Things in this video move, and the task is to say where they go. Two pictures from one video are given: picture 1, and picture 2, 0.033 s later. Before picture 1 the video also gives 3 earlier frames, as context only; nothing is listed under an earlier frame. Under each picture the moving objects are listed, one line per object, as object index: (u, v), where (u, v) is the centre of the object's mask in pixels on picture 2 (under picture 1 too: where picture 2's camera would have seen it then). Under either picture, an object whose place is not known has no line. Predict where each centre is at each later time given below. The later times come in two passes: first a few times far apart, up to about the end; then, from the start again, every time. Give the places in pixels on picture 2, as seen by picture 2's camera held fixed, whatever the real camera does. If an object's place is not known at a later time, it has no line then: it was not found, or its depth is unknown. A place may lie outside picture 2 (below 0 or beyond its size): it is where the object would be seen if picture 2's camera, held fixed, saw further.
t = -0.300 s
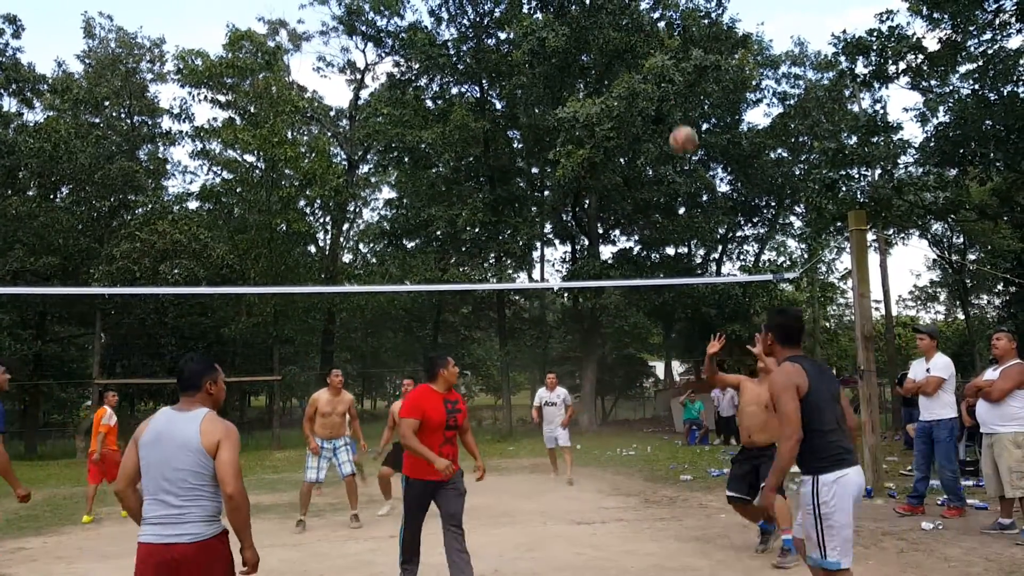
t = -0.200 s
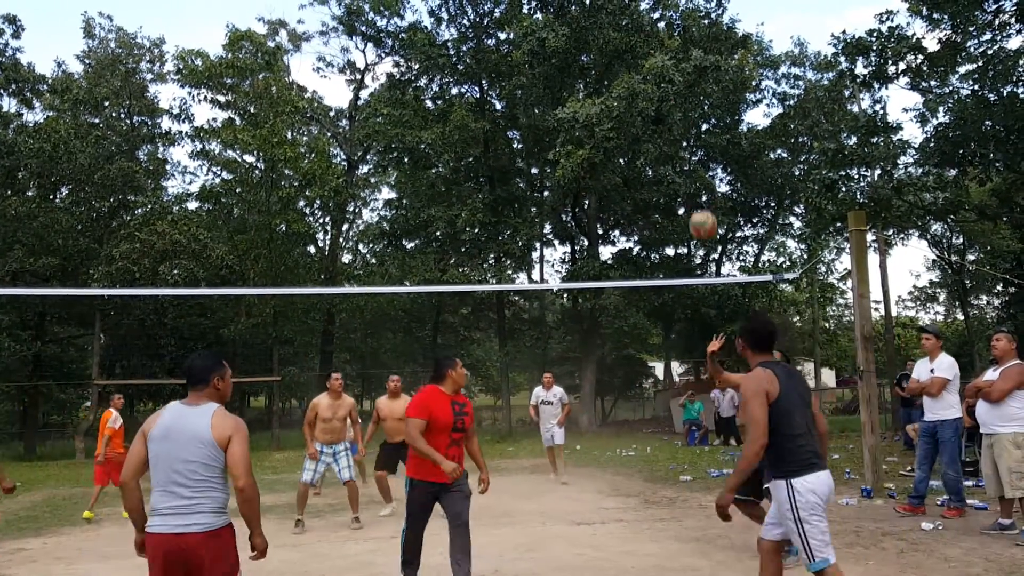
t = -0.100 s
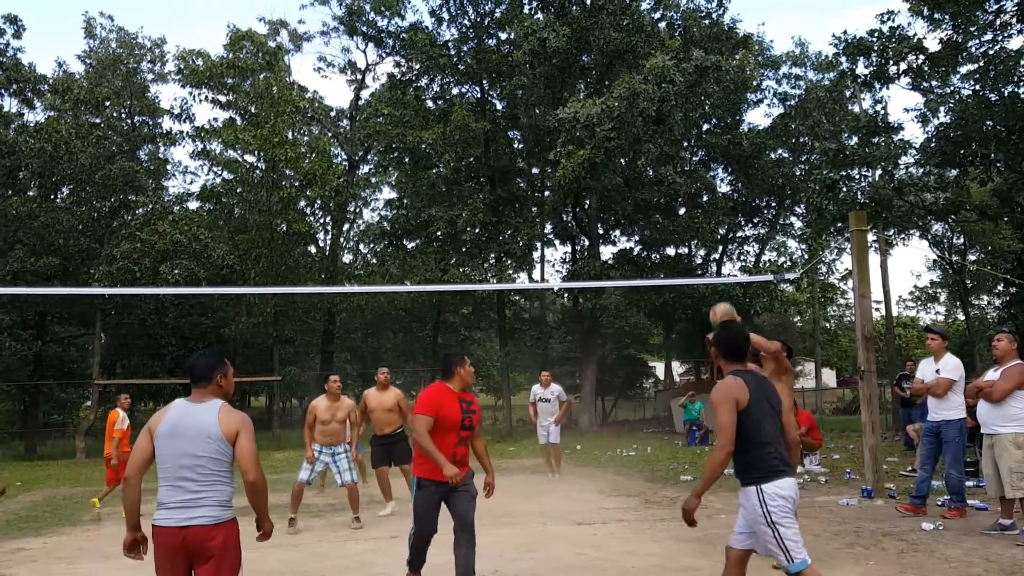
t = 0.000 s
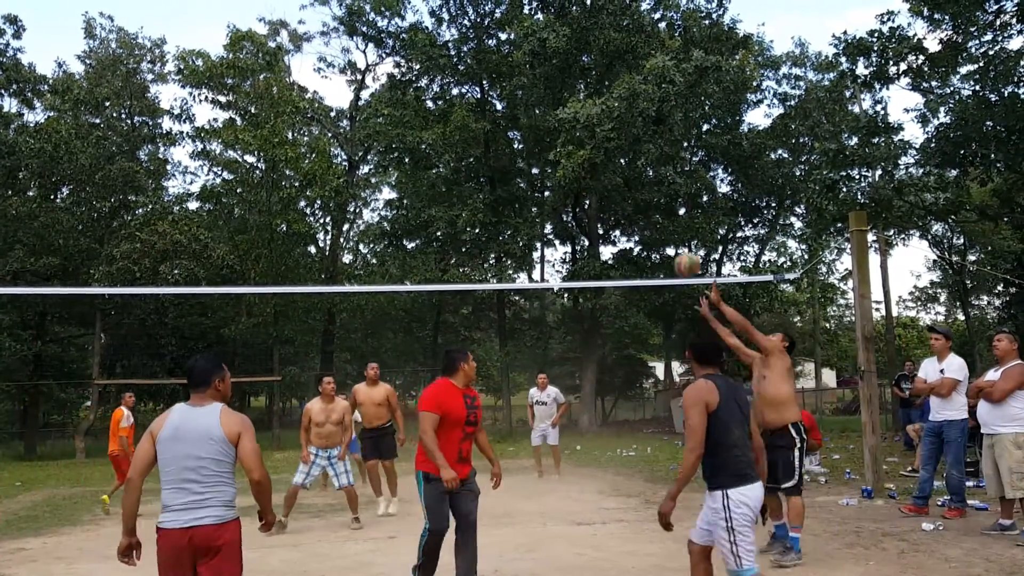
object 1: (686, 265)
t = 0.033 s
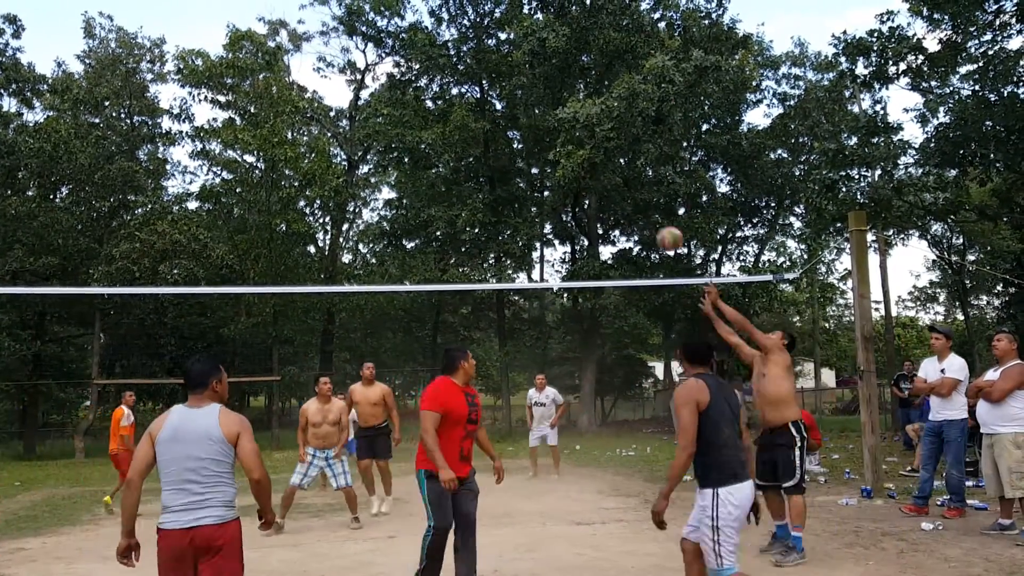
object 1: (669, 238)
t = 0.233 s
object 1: (572, 120)
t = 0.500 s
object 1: (453, 41)
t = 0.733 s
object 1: (353, 41)
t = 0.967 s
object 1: (257, 102)
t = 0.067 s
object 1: (652, 217)
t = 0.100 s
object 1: (636, 193)
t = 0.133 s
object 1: (620, 174)
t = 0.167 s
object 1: (604, 155)
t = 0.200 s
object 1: (588, 137)
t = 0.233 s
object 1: (572, 120)
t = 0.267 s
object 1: (558, 105)
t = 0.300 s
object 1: (542, 92)
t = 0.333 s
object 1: (527, 80)
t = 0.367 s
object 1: (512, 70)
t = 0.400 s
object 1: (496, 60)
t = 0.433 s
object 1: (482, 55)
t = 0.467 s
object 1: (468, 46)
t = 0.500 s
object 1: (453, 41)
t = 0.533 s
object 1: (438, 38)
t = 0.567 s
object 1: (423, 35)
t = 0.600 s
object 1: (409, 33)
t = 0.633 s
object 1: (396, 33)
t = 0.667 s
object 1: (380, 35)
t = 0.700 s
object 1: (367, 37)
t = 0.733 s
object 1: (353, 41)
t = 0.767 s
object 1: (338, 46)
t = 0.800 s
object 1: (325, 53)
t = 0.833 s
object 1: (311, 60)
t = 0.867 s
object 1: (297, 69)
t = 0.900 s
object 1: (284, 80)
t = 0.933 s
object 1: (270, 91)
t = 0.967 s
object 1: (257, 102)
